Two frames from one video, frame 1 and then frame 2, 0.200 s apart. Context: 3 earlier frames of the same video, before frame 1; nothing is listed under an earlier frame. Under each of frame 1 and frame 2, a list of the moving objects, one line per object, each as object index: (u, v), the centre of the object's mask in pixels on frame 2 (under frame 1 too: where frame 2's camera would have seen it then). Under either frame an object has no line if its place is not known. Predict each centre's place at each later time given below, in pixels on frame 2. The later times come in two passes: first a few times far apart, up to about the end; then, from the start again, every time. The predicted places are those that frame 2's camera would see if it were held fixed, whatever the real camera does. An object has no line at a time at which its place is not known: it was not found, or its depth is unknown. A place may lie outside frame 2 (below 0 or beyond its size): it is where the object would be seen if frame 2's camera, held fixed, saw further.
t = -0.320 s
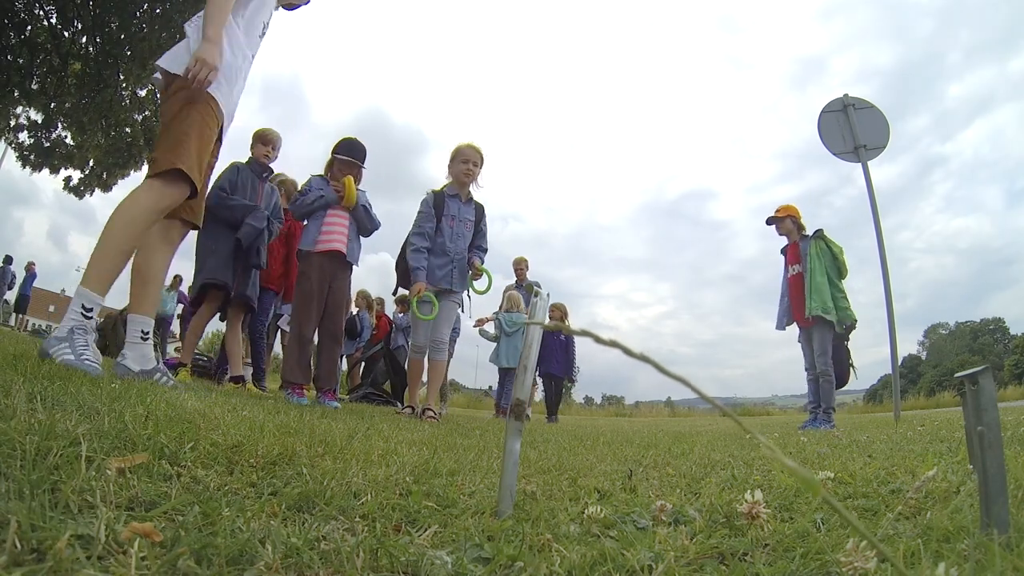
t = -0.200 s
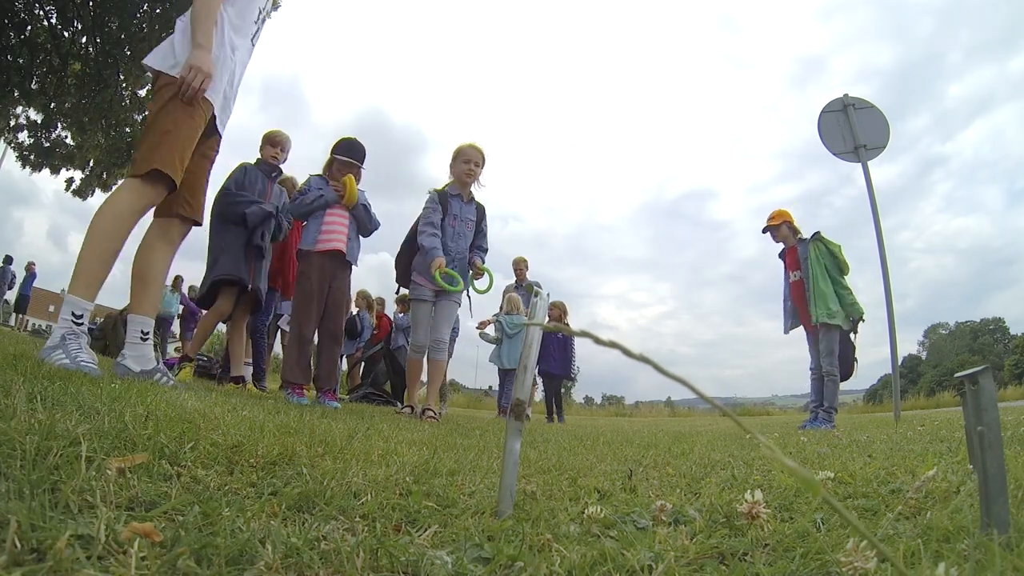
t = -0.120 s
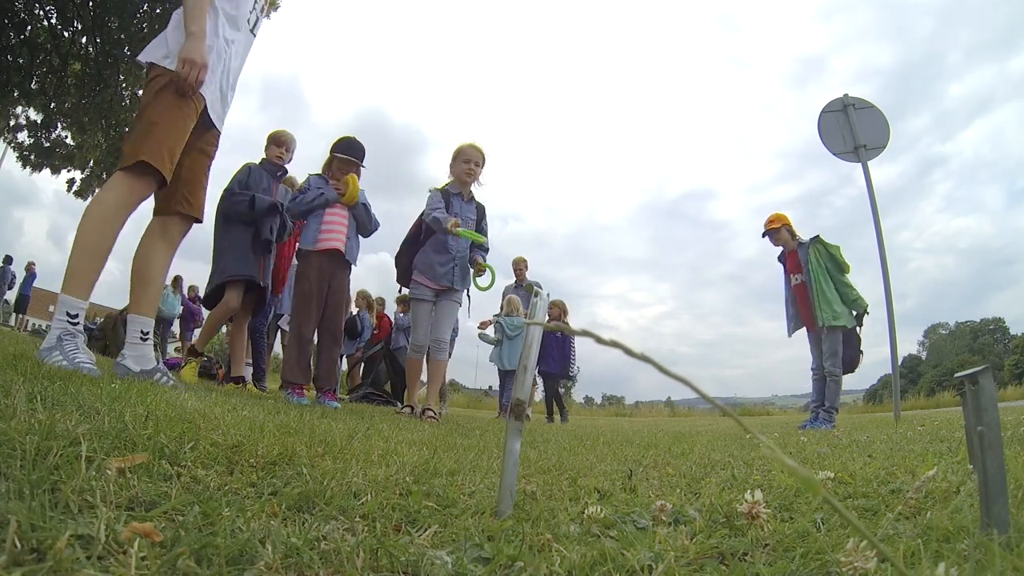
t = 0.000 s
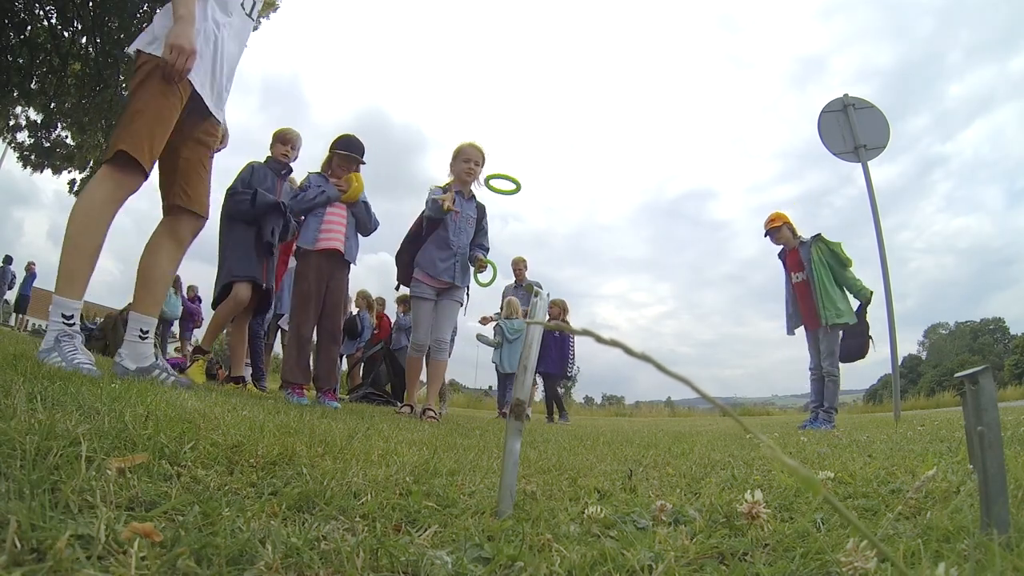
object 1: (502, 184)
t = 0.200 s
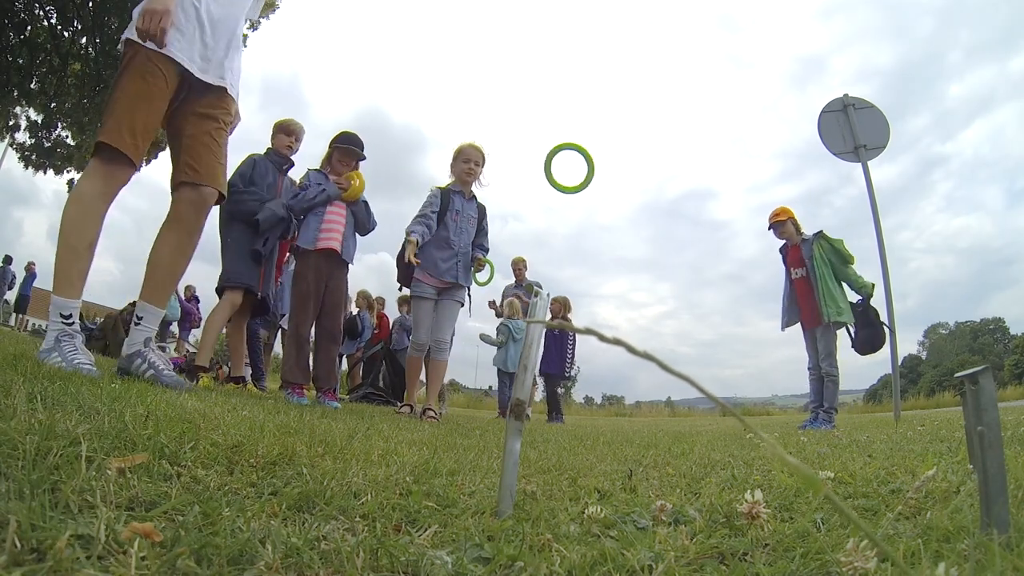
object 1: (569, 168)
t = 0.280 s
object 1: (610, 205)
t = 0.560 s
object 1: (784, 353)
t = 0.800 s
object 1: (938, 427)
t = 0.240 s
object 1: (588, 181)
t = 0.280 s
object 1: (610, 205)
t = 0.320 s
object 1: (638, 243)
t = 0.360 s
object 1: (673, 304)
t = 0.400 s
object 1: (690, 406)
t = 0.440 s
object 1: (716, 413)
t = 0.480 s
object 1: (762, 371)
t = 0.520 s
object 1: (770, 365)
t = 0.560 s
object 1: (784, 353)
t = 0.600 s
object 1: (802, 350)
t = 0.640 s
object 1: (824, 365)
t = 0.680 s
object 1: (847, 399)
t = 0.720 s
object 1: (877, 432)
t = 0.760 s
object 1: (908, 413)
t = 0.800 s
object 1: (938, 427)
